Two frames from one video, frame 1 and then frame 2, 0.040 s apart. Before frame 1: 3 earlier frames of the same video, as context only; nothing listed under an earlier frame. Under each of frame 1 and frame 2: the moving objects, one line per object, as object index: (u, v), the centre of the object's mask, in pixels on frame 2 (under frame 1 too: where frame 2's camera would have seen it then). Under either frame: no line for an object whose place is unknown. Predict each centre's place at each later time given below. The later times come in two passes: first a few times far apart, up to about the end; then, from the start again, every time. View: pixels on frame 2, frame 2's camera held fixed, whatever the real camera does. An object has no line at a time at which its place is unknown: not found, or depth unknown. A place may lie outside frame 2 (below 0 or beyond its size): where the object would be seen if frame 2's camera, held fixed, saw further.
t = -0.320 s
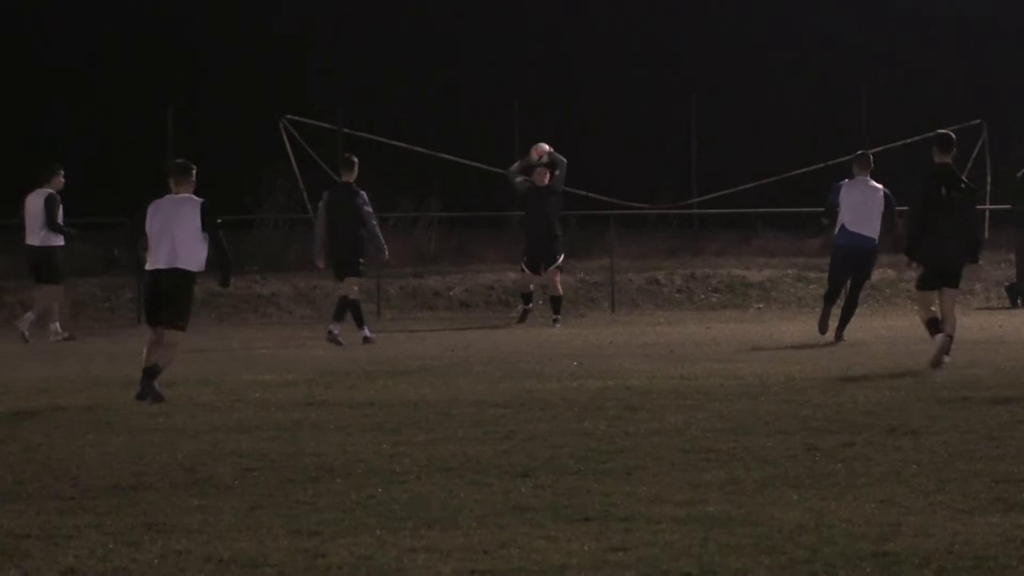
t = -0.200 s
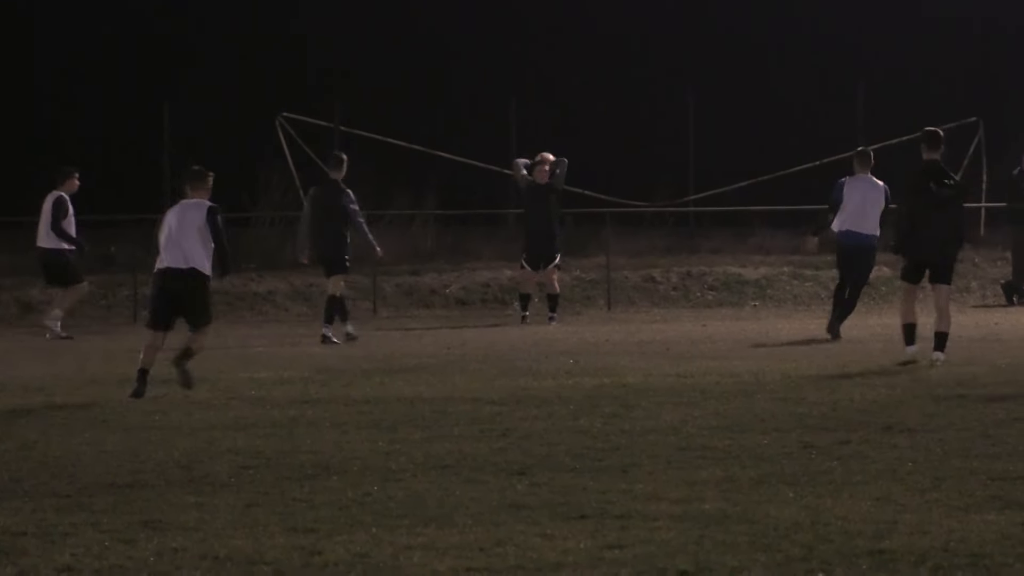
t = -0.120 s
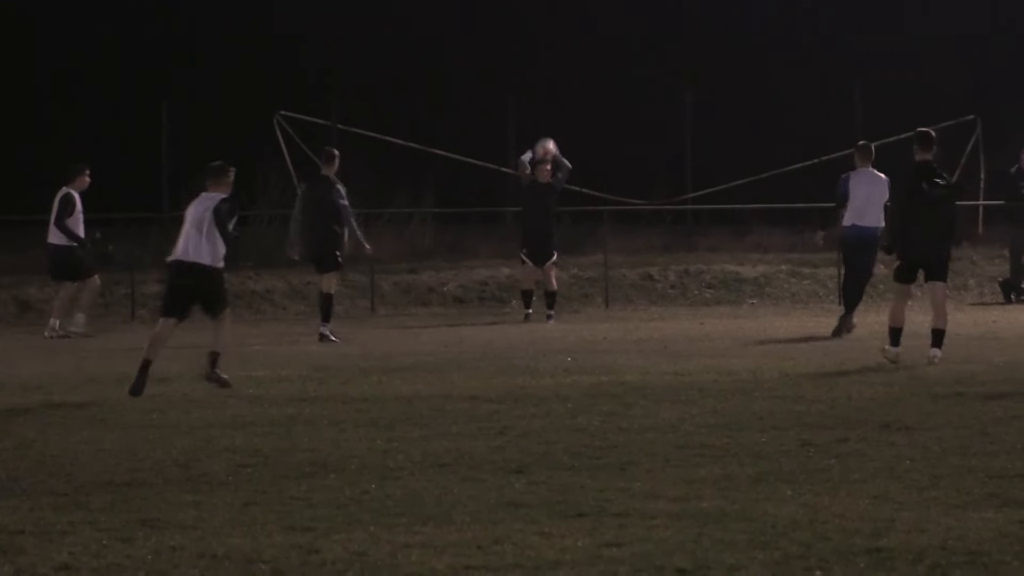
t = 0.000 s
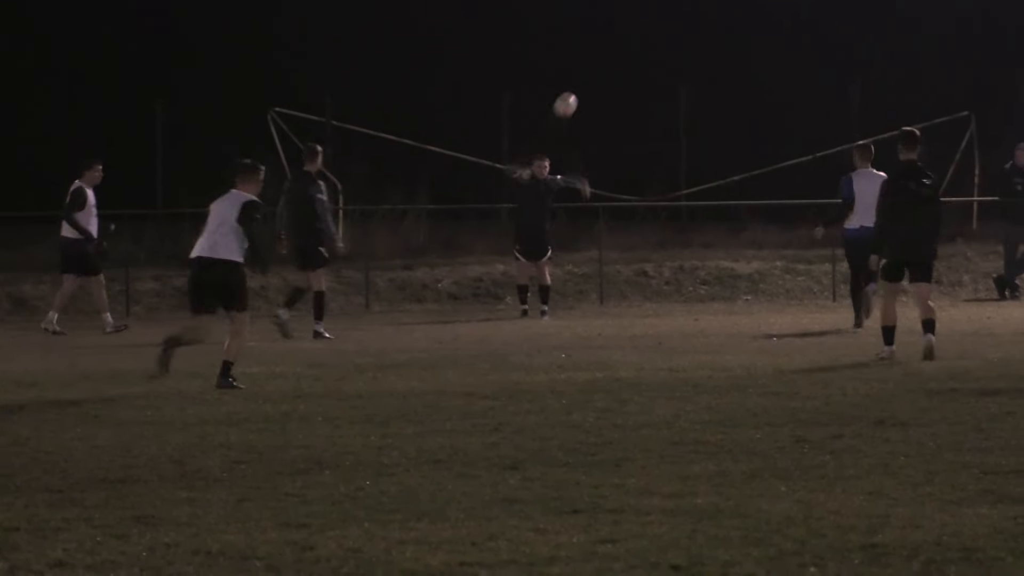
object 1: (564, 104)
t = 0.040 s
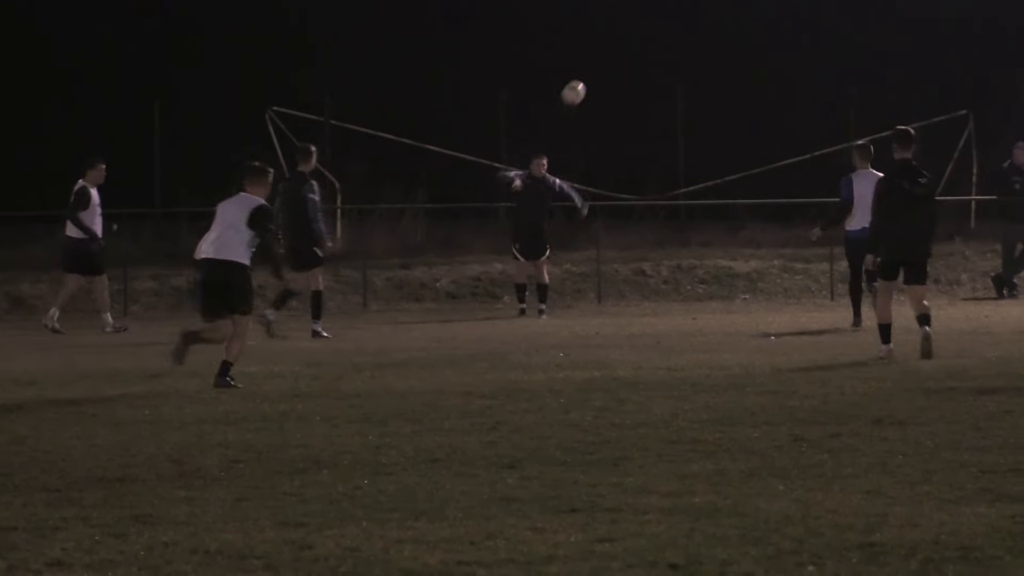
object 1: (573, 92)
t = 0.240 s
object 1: (626, 60)
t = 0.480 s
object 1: (688, 75)
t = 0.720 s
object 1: (748, 156)
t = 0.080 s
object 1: (584, 83)
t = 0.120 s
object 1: (594, 75)
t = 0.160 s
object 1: (605, 69)
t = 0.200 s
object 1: (615, 64)
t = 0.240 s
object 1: (626, 60)
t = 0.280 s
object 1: (636, 58)
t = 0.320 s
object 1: (646, 58)
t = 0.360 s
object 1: (657, 59)
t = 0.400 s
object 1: (668, 63)
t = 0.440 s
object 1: (679, 68)
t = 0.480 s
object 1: (688, 75)
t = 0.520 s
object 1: (701, 84)
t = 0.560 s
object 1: (710, 94)
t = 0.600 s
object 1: (718, 107)
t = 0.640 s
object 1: (728, 121)
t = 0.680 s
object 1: (738, 137)
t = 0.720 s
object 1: (748, 156)
